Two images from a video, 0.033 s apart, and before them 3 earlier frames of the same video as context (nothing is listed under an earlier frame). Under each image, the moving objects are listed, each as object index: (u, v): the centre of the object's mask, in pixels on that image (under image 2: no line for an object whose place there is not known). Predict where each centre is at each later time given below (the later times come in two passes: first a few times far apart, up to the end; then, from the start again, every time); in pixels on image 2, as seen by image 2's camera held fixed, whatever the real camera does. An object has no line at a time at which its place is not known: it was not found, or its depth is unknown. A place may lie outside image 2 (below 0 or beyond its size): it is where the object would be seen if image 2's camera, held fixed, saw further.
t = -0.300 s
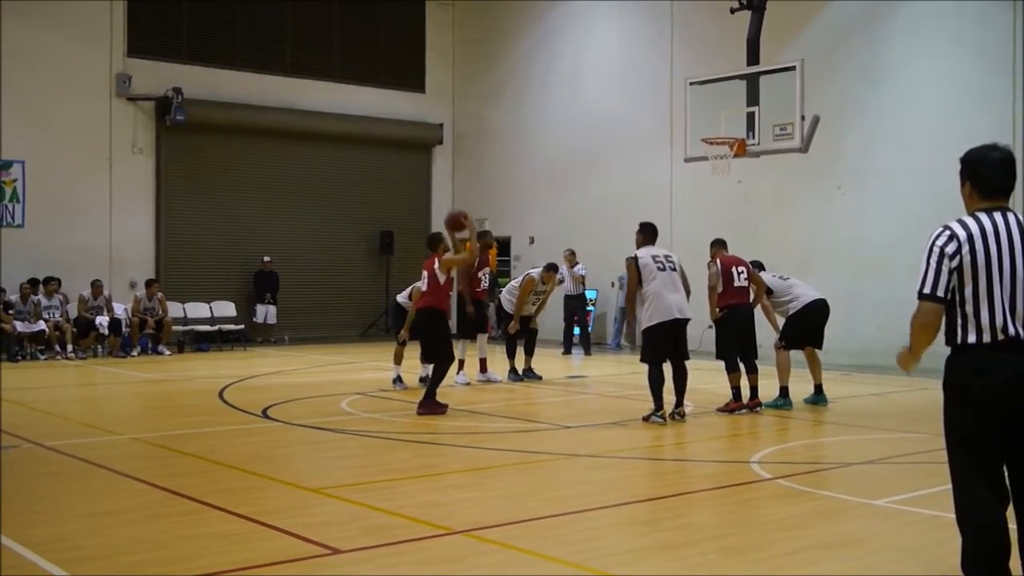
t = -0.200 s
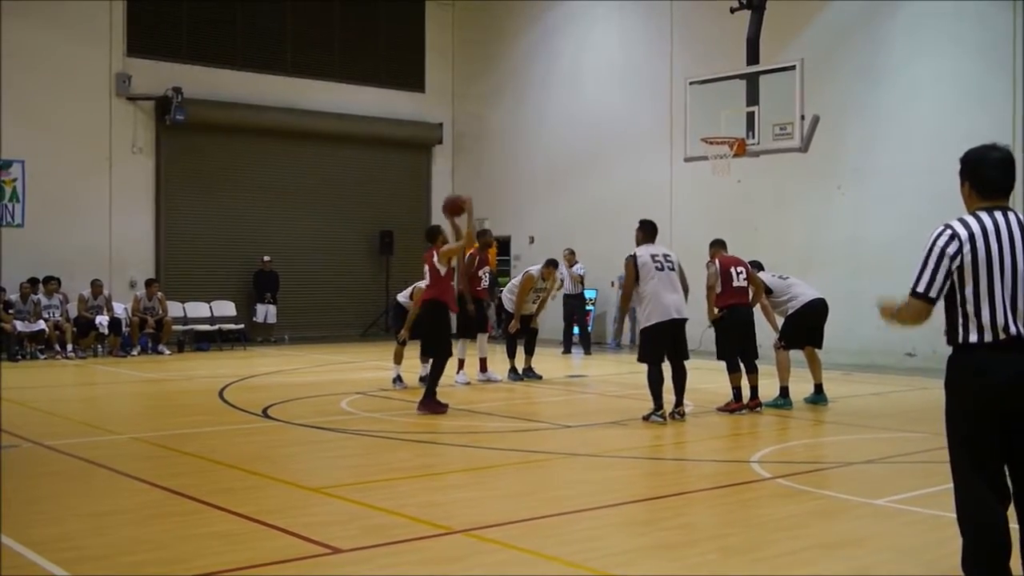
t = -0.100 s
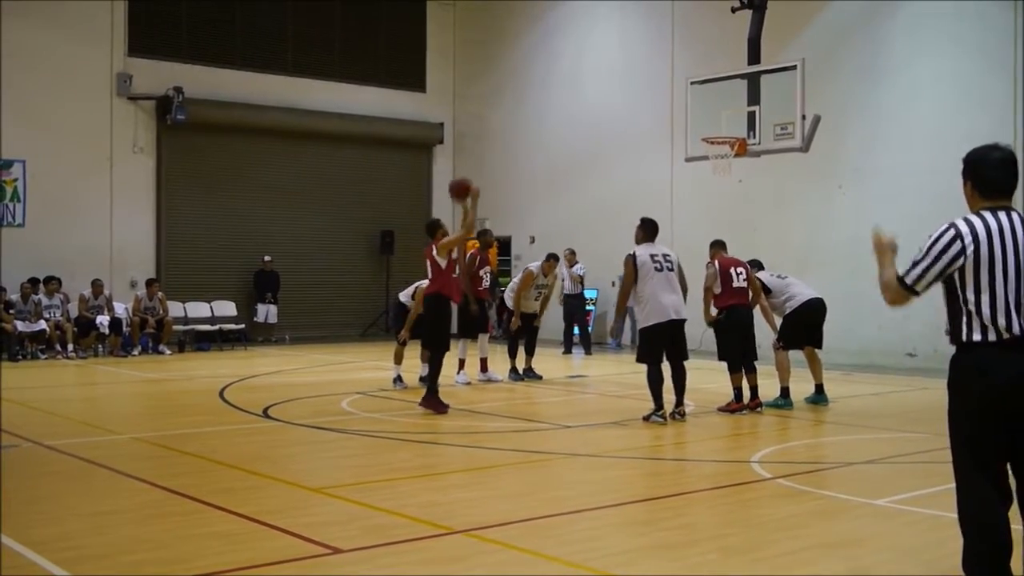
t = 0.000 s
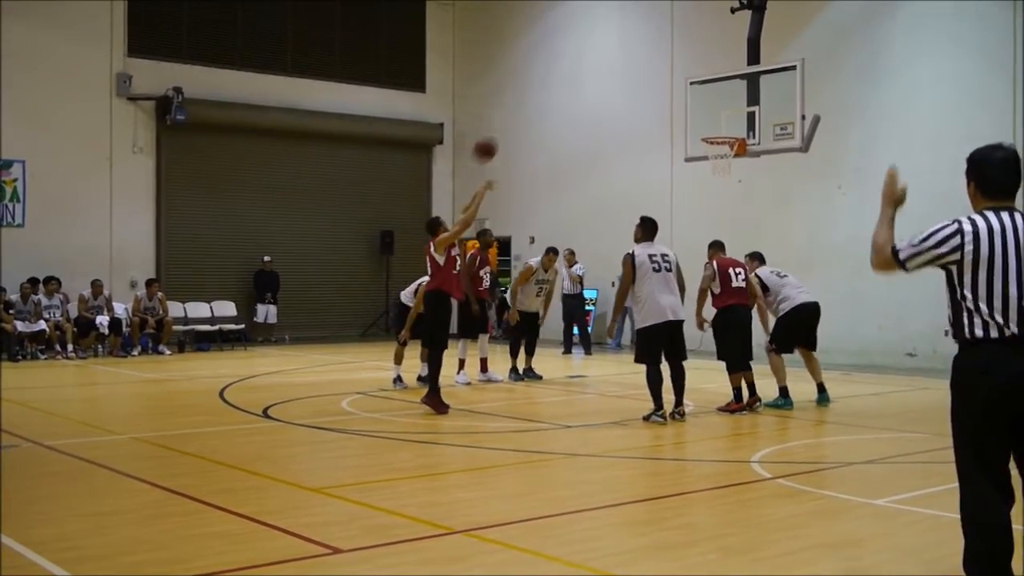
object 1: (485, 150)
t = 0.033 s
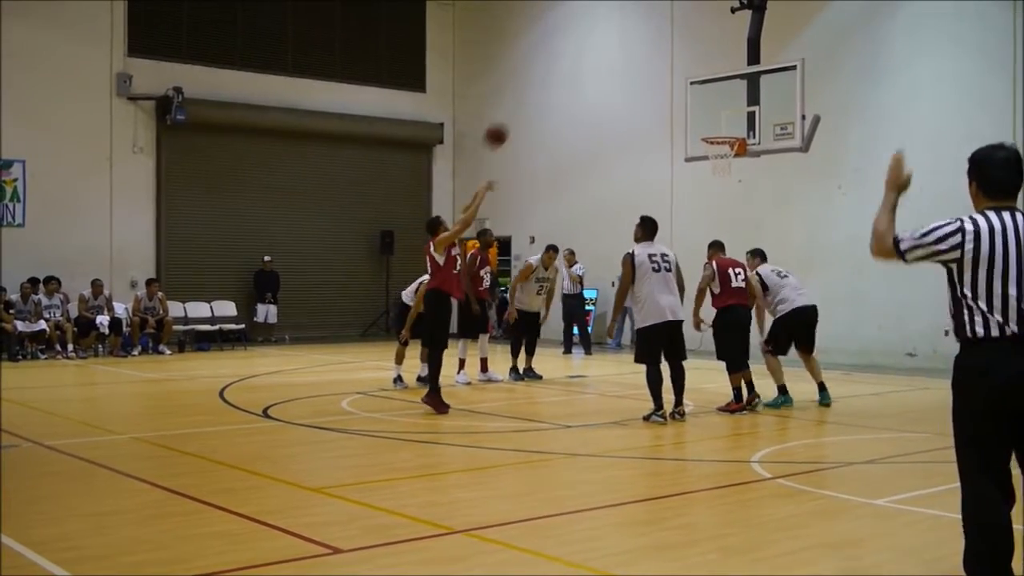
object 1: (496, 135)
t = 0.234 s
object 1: (557, 77)
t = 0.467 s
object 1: (621, 56)
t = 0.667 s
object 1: (671, 75)
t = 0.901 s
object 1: (723, 136)
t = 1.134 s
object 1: (731, 165)
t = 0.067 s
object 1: (506, 122)
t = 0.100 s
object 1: (517, 111)
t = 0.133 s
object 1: (527, 101)
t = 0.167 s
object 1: (537, 91)
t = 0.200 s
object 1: (547, 83)
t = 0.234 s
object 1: (557, 77)
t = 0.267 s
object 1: (567, 71)
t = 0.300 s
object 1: (576, 66)
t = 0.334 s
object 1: (585, 62)
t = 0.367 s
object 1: (594, 59)
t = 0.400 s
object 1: (603, 57)
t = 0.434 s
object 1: (612, 56)
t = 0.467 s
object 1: (621, 56)
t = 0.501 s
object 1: (629, 57)
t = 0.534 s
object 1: (638, 59)
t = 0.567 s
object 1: (646, 62)
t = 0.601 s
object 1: (655, 65)
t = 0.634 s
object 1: (663, 70)
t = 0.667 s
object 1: (671, 75)
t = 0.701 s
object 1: (678, 81)
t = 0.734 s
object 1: (686, 89)
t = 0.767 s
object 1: (694, 97)
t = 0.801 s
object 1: (701, 105)
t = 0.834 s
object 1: (709, 115)
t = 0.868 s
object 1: (716, 125)
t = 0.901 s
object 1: (723, 136)
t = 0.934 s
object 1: (729, 147)
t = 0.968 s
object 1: (736, 152)
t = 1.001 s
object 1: (735, 156)
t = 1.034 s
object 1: (734, 157)
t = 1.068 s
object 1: (733, 158)
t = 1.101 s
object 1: (732, 161)
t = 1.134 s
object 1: (731, 165)
